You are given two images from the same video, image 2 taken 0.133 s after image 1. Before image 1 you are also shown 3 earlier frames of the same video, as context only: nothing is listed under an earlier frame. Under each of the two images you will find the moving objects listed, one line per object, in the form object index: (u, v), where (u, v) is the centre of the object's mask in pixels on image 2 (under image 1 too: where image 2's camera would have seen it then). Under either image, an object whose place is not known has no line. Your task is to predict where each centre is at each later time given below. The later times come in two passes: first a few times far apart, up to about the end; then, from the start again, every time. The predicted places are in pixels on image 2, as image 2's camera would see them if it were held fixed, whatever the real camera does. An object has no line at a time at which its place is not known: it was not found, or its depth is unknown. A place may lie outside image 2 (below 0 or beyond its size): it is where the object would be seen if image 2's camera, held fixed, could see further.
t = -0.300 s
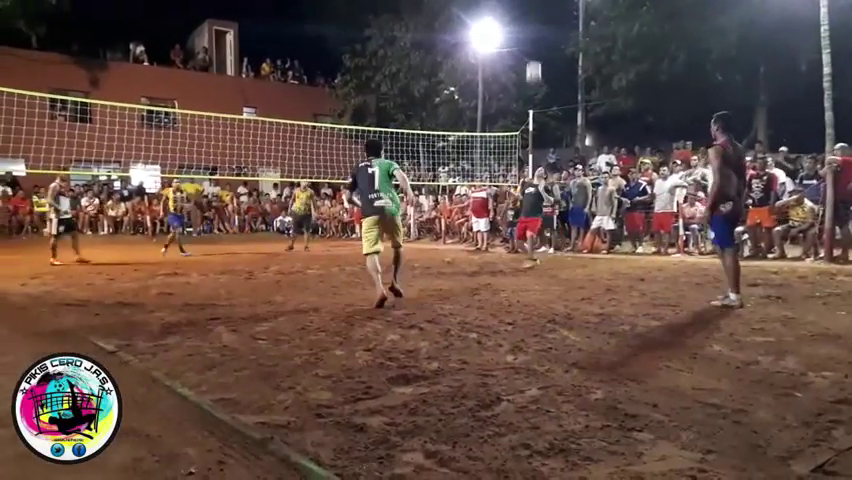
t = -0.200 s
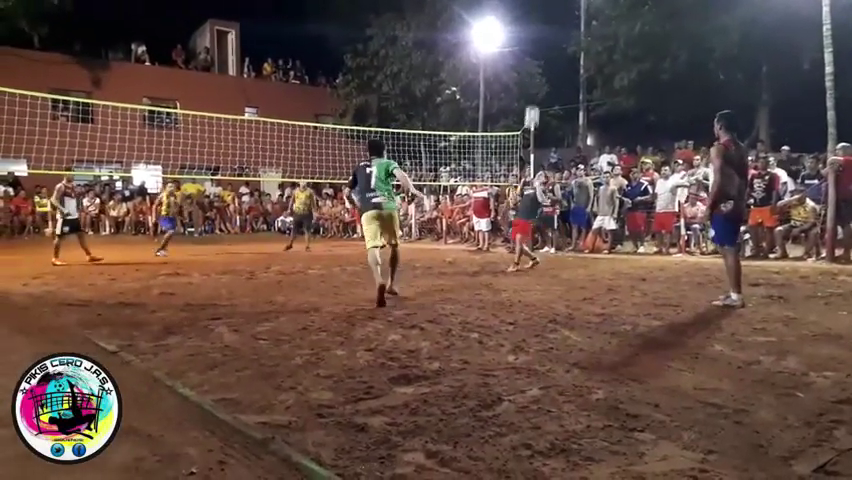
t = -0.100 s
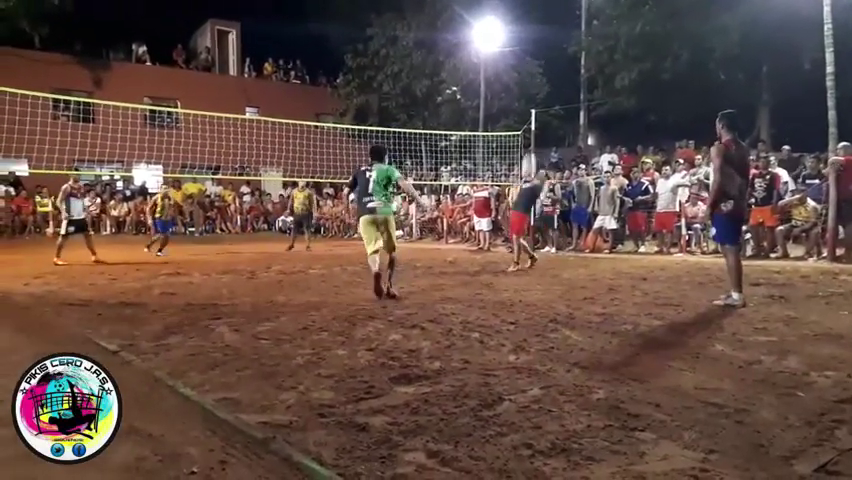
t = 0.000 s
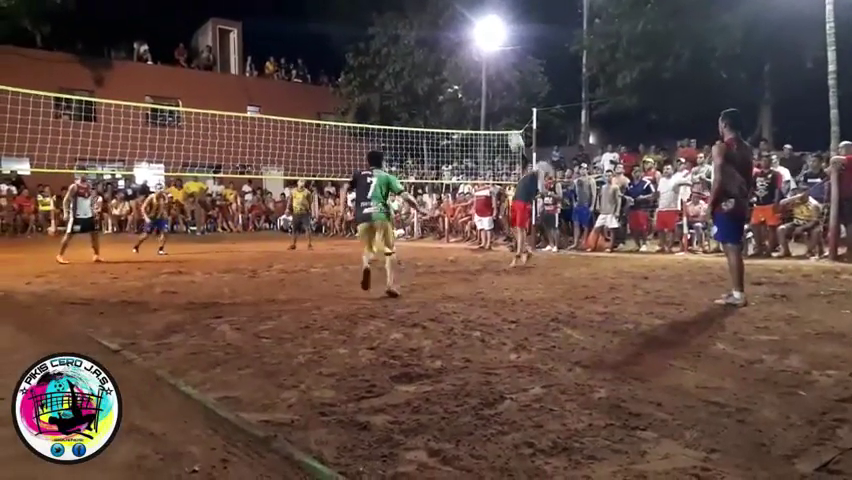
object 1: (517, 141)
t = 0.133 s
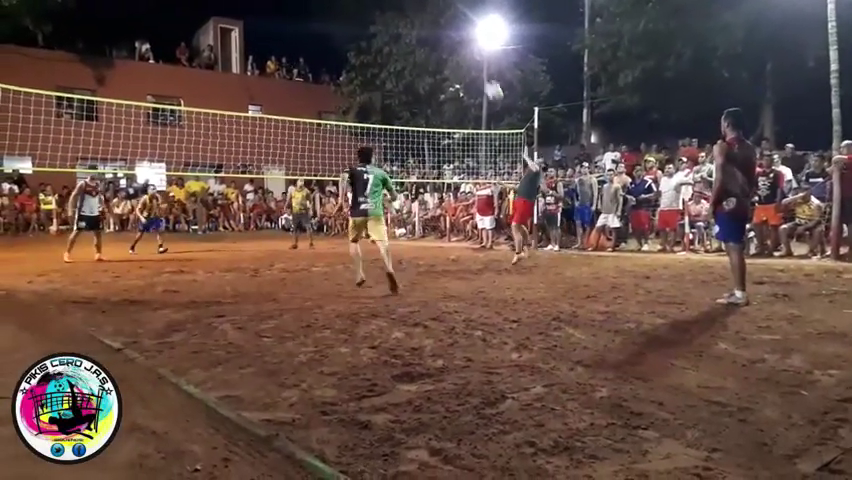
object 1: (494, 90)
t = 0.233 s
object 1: (475, 59)
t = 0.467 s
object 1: (434, 14)
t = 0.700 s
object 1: (391, 5)
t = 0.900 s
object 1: (353, 26)
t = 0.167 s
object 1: (488, 79)
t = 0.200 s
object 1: (481, 69)
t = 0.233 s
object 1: (475, 59)
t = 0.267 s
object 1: (470, 51)
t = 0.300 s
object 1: (464, 42)
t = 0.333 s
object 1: (457, 35)
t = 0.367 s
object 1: (452, 29)
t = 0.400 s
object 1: (445, 23)
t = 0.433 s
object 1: (439, 18)
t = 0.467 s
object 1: (434, 14)
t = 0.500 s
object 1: (427, 10)
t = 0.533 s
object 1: (421, 7)
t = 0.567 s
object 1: (415, 6)
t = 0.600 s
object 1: (409, 5)
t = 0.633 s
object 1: (402, 5)
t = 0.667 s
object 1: (397, 4)
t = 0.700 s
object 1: (391, 5)
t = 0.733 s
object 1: (384, 6)
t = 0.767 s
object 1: (378, 8)
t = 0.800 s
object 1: (371, 11)
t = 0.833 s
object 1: (365, 16)
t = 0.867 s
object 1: (360, 20)
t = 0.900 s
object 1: (353, 26)
